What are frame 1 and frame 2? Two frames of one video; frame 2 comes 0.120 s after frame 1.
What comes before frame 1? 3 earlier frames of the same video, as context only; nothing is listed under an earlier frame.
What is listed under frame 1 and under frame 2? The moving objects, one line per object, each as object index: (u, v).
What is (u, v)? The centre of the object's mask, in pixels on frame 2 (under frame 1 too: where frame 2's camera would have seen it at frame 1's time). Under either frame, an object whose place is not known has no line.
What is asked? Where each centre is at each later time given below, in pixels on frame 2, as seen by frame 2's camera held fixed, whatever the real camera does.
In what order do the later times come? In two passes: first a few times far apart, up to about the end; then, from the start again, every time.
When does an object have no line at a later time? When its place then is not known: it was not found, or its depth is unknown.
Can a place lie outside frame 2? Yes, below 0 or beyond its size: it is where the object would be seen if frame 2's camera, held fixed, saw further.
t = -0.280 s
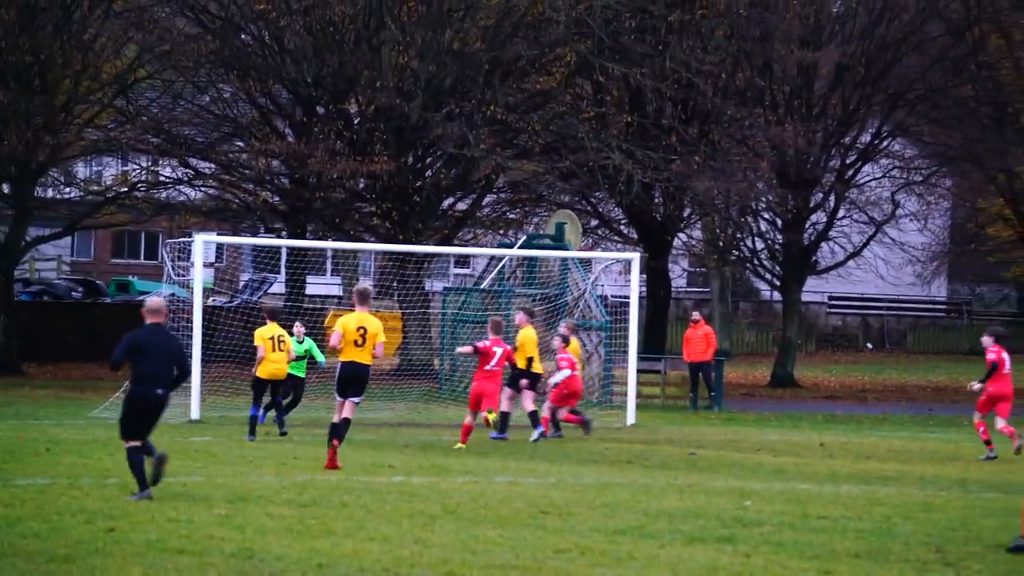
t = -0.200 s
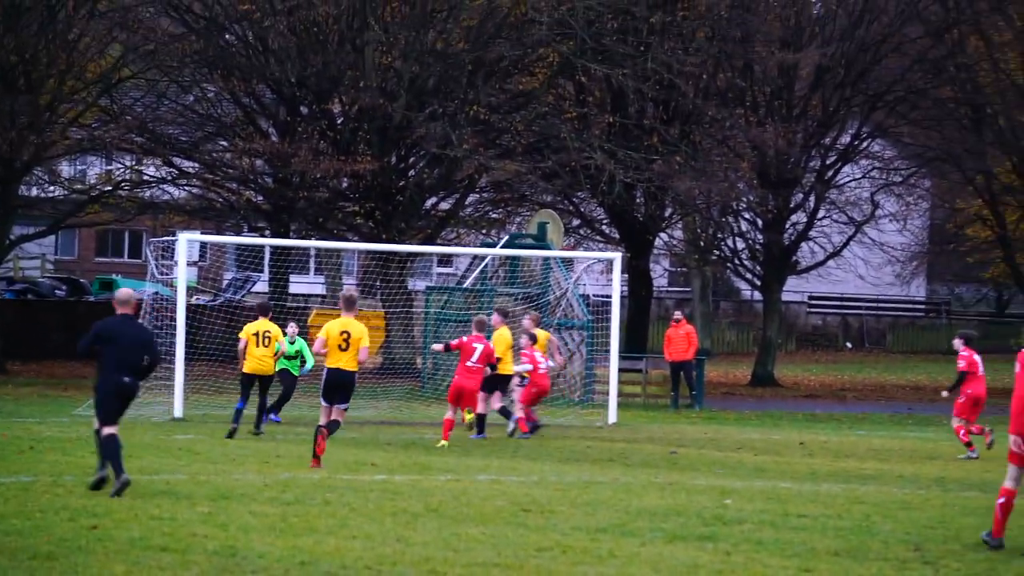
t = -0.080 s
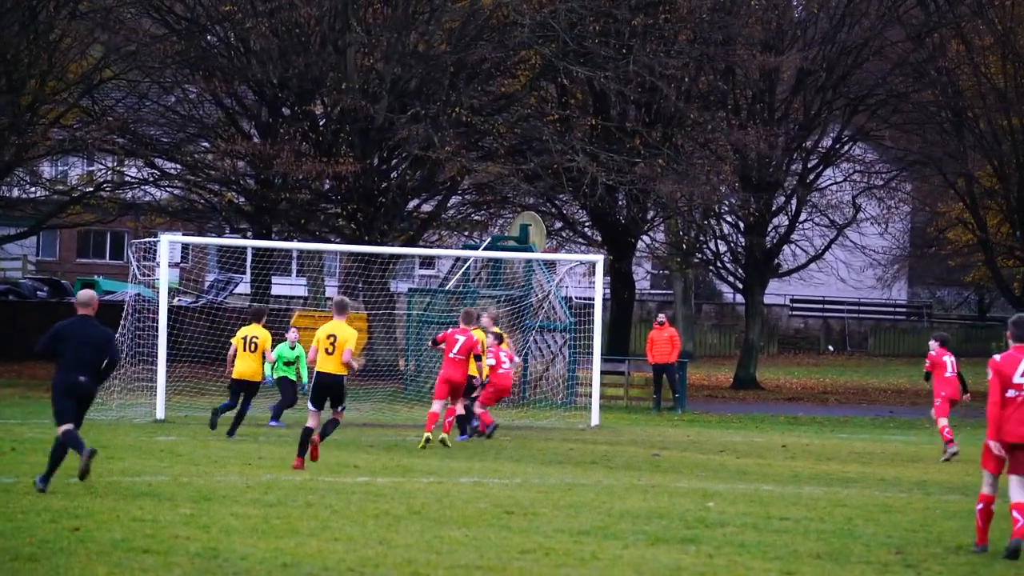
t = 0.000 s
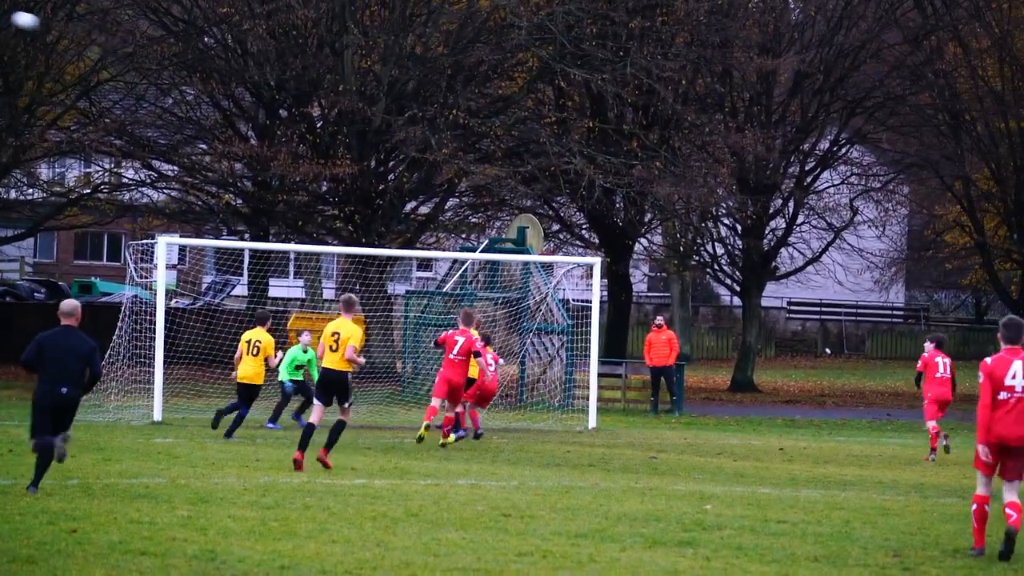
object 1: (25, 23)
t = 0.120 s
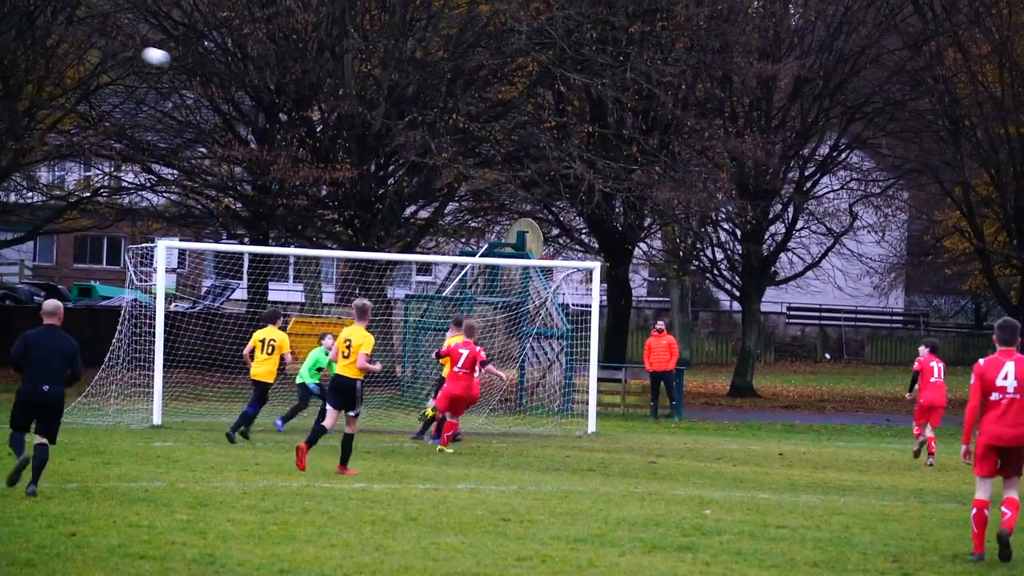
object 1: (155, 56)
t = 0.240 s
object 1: (278, 99)
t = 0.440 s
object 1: (465, 185)
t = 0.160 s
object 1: (198, 70)
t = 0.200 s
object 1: (239, 84)
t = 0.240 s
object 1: (278, 99)
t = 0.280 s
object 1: (318, 114)
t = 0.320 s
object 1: (356, 129)
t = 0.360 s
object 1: (394, 147)
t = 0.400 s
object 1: (430, 164)
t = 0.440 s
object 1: (465, 185)
